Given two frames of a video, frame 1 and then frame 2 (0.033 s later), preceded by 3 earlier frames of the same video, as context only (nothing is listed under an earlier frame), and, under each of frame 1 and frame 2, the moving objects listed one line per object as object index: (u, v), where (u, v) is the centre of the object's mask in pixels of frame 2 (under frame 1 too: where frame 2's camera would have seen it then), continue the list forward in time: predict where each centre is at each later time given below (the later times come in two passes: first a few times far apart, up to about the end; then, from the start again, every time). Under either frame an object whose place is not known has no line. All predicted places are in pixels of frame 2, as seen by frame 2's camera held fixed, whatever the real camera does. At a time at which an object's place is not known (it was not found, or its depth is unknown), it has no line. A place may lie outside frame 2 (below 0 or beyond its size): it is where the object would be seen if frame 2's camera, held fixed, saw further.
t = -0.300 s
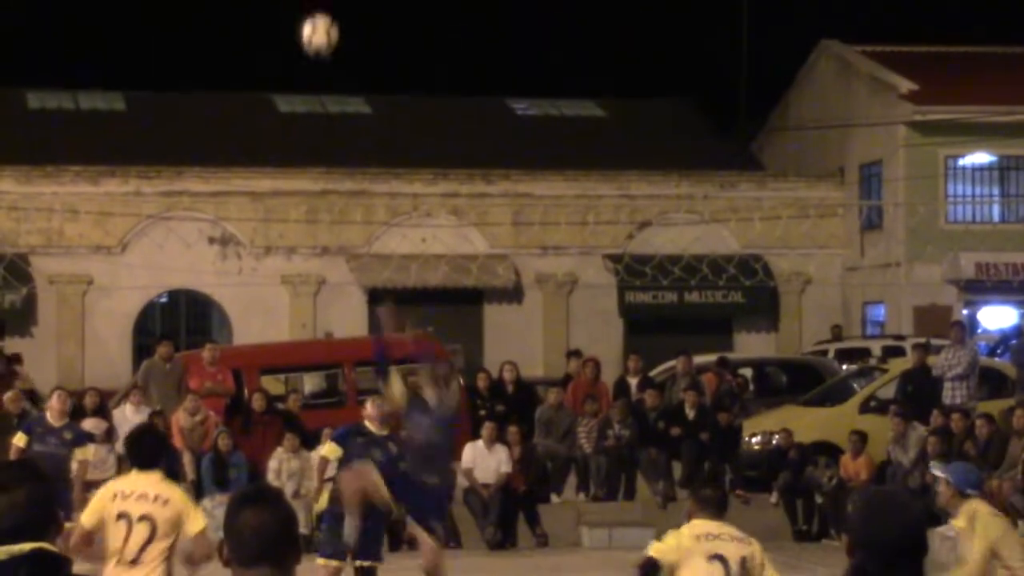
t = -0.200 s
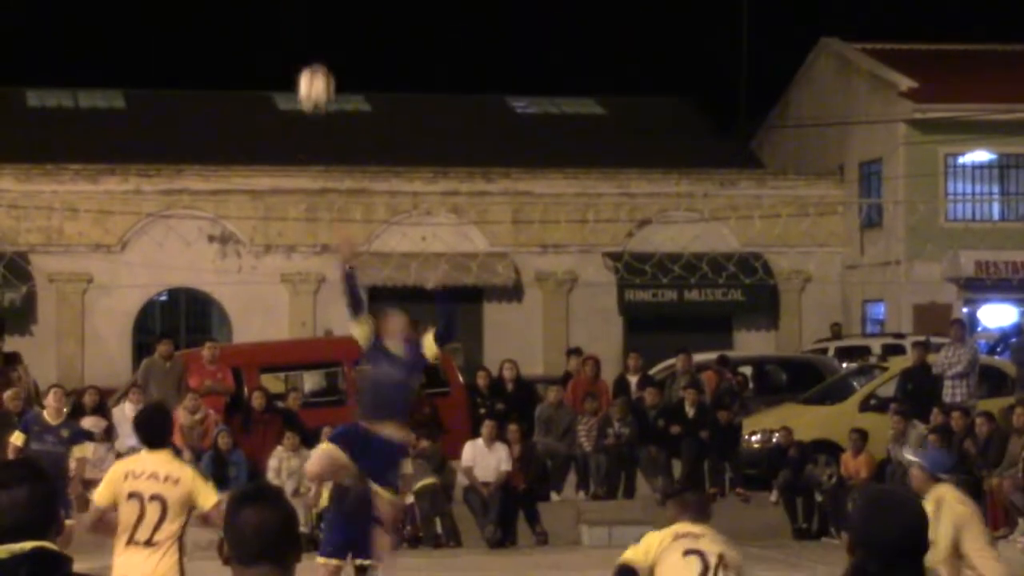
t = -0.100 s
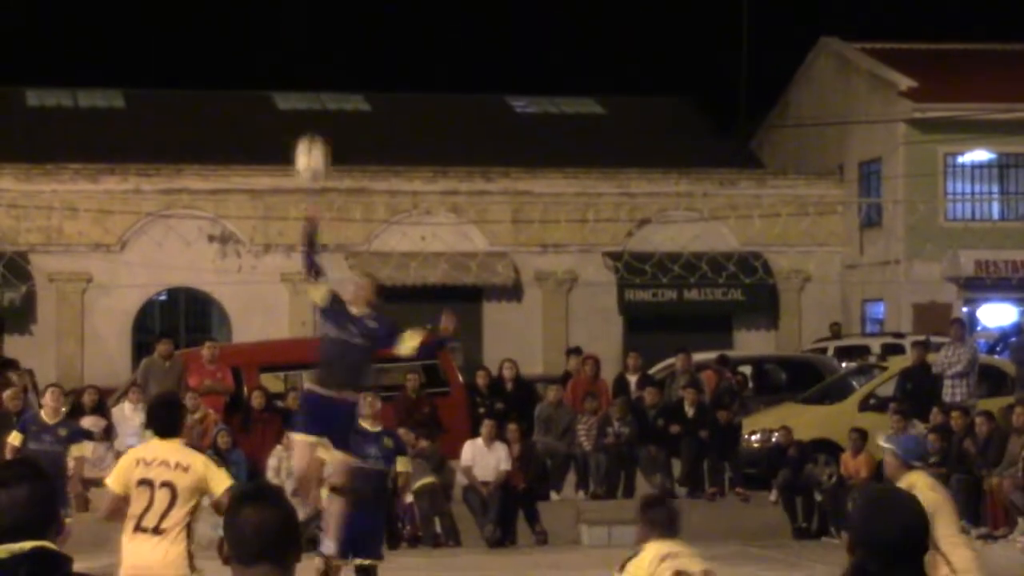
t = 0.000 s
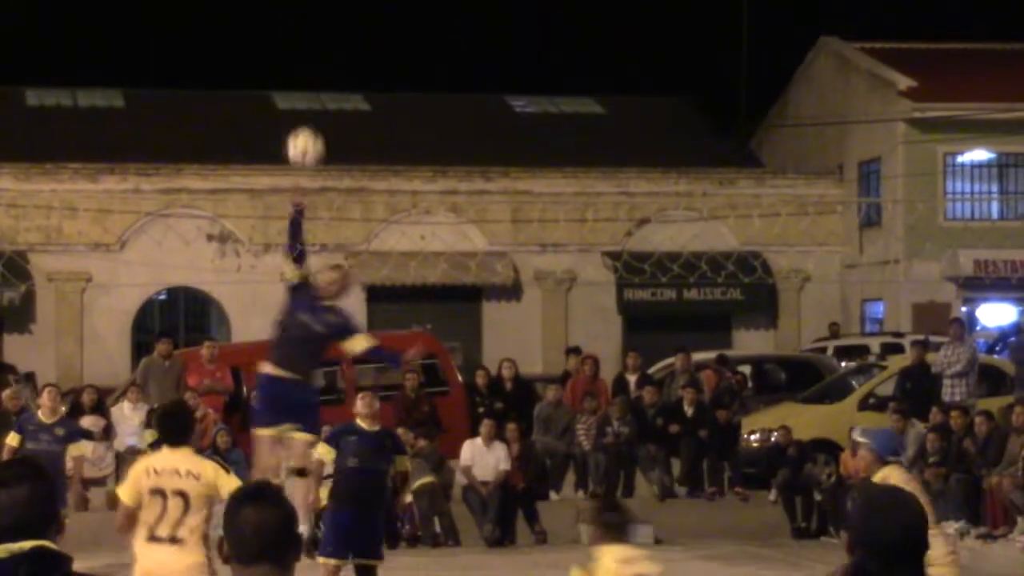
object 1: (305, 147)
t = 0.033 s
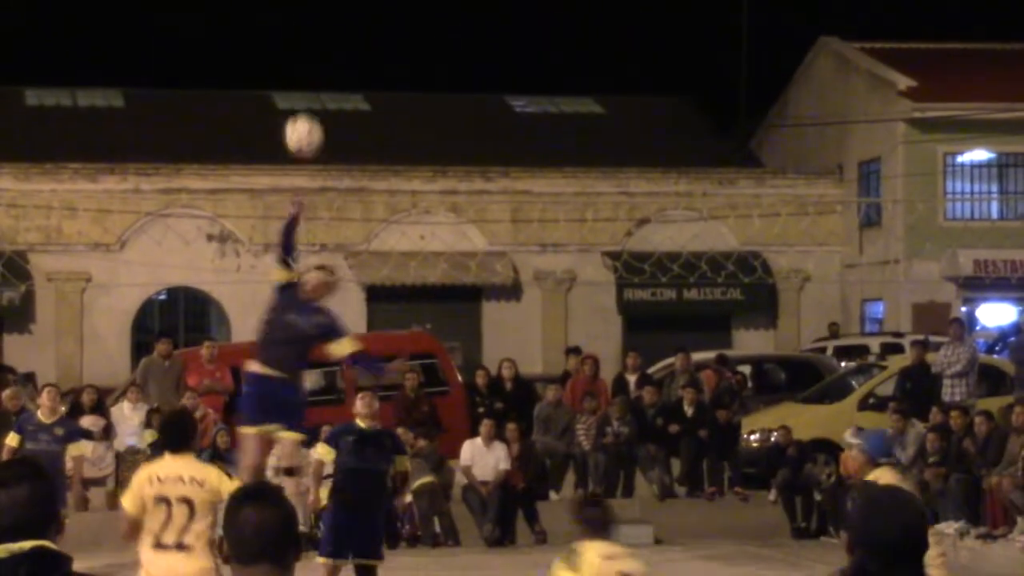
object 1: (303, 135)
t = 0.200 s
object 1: (297, 91)
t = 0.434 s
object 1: (288, 111)
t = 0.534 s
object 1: (284, 155)
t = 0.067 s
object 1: (302, 122)
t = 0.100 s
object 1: (301, 112)
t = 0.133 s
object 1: (299, 103)
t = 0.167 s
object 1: (298, 95)
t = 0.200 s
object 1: (297, 91)
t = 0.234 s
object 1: (296, 88)
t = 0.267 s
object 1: (294, 87)
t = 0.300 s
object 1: (294, 87)
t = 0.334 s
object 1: (293, 88)
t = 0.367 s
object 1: (291, 93)
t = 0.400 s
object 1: (289, 100)
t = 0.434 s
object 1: (288, 111)
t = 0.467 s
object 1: (287, 123)
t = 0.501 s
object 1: (286, 138)
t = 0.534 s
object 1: (284, 155)
